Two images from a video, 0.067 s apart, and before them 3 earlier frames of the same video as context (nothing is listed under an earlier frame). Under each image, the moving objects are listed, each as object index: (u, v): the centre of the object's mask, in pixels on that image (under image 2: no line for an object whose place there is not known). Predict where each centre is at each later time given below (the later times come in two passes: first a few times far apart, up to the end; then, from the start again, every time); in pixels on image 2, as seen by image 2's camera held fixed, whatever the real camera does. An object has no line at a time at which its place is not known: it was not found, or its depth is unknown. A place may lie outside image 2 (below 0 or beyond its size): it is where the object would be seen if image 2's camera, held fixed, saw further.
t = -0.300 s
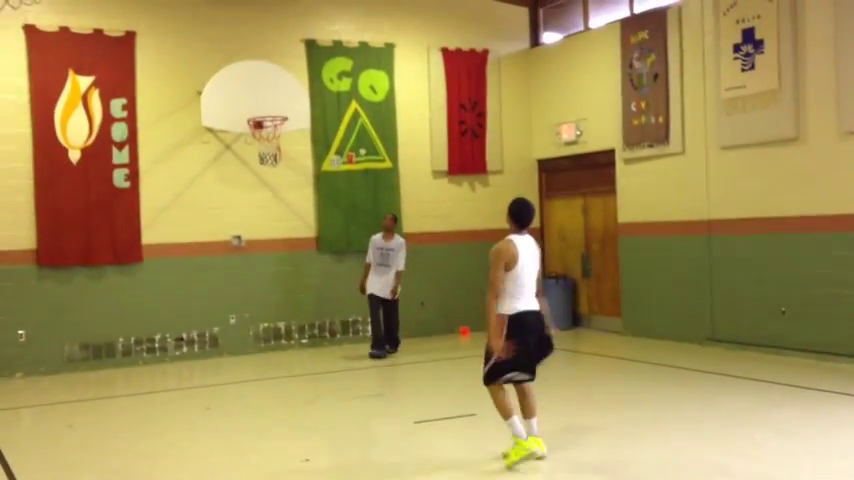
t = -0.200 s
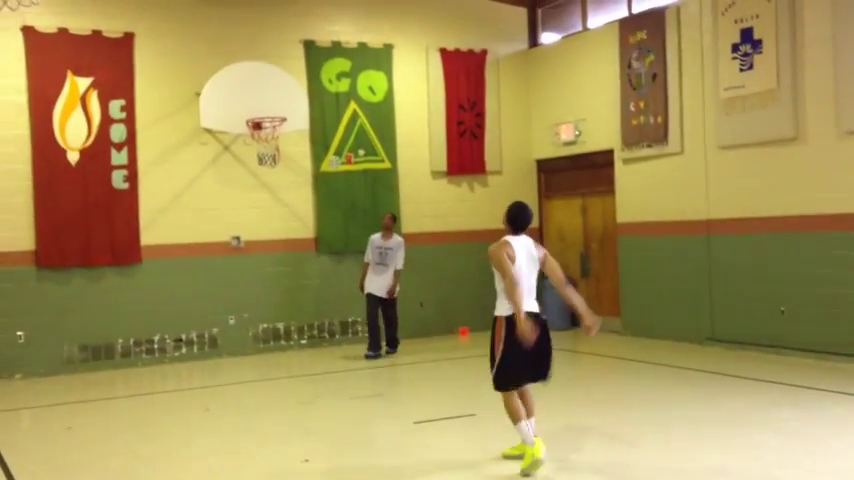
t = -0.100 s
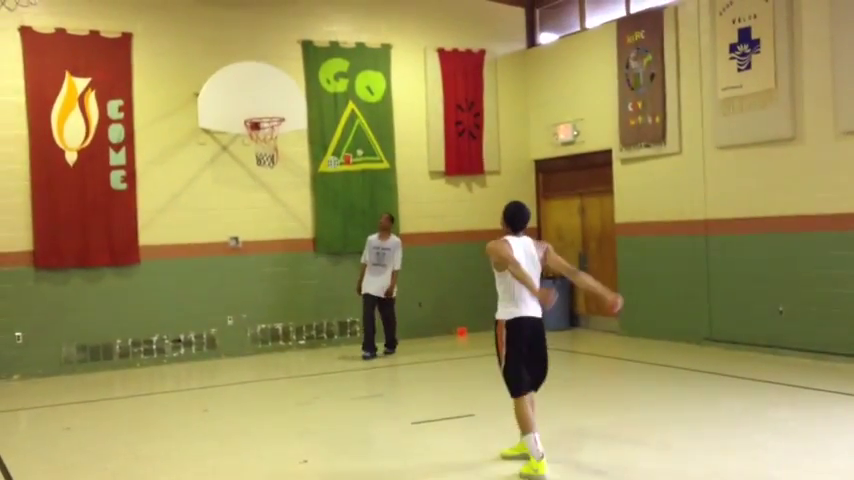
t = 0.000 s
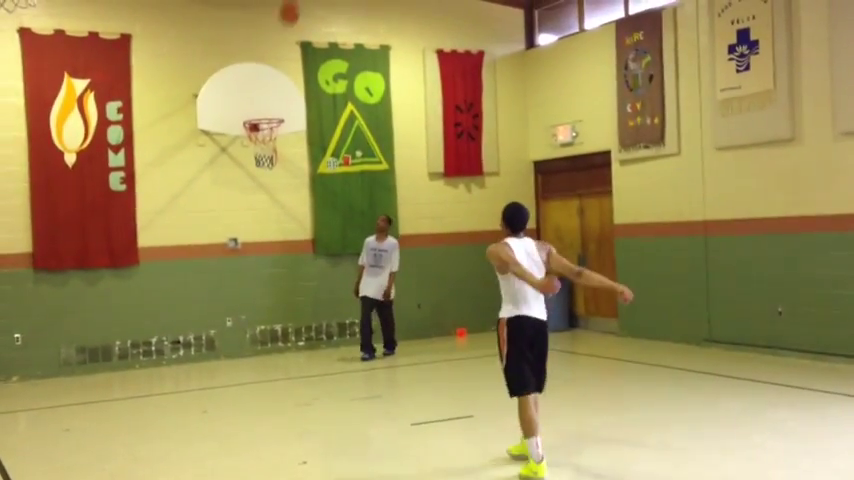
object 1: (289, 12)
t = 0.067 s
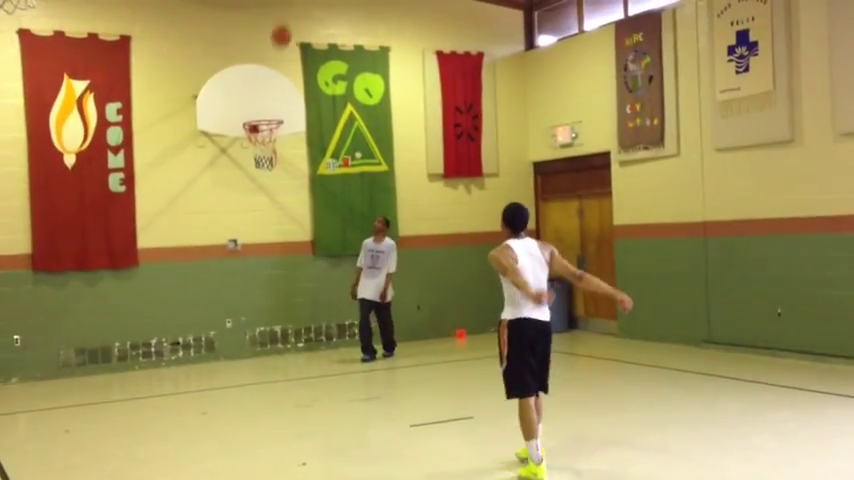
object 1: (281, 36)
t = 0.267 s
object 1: (261, 115)
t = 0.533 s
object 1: (259, 99)
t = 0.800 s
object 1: (265, 108)
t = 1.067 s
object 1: (255, 122)
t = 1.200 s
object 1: (258, 138)
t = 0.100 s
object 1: (277, 48)
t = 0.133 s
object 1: (274, 60)
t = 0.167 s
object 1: (270, 73)
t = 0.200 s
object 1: (267, 88)
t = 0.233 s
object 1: (264, 100)
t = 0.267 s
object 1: (261, 115)
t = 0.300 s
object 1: (262, 119)
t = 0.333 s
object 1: (264, 118)
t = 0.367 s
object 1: (263, 113)
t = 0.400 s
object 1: (261, 107)
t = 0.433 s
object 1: (259, 103)
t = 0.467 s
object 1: (257, 100)
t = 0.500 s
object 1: (257, 98)
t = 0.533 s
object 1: (259, 99)
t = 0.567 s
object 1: (262, 100)
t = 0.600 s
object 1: (266, 102)
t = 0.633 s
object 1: (269, 105)
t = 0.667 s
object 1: (272, 110)
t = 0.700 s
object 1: (273, 112)
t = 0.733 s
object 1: (270, 110)
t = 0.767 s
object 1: (268, 108)
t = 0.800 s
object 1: (265, 108)
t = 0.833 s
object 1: (263, 108)
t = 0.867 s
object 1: (260, 109)
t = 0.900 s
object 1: (258, 111)
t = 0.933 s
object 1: (255, 114)
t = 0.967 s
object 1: (254, 116)
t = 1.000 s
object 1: (254, 117)
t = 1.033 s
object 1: (255, 118)
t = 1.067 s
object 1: (255, 122)
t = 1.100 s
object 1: (255, 124)
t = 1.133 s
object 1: (256, 129)
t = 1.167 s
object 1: (256, 133)
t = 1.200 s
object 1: (258, 138)
